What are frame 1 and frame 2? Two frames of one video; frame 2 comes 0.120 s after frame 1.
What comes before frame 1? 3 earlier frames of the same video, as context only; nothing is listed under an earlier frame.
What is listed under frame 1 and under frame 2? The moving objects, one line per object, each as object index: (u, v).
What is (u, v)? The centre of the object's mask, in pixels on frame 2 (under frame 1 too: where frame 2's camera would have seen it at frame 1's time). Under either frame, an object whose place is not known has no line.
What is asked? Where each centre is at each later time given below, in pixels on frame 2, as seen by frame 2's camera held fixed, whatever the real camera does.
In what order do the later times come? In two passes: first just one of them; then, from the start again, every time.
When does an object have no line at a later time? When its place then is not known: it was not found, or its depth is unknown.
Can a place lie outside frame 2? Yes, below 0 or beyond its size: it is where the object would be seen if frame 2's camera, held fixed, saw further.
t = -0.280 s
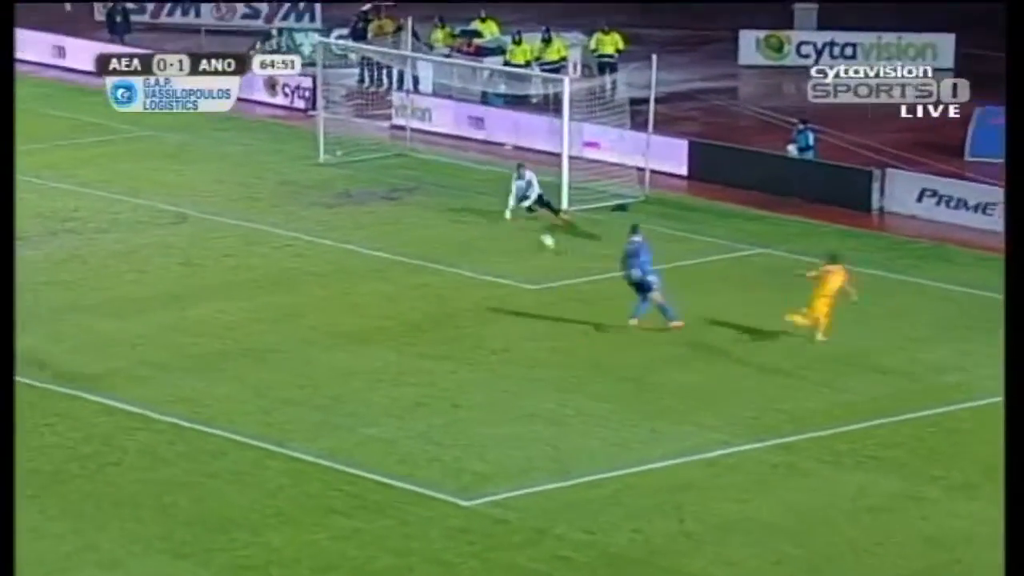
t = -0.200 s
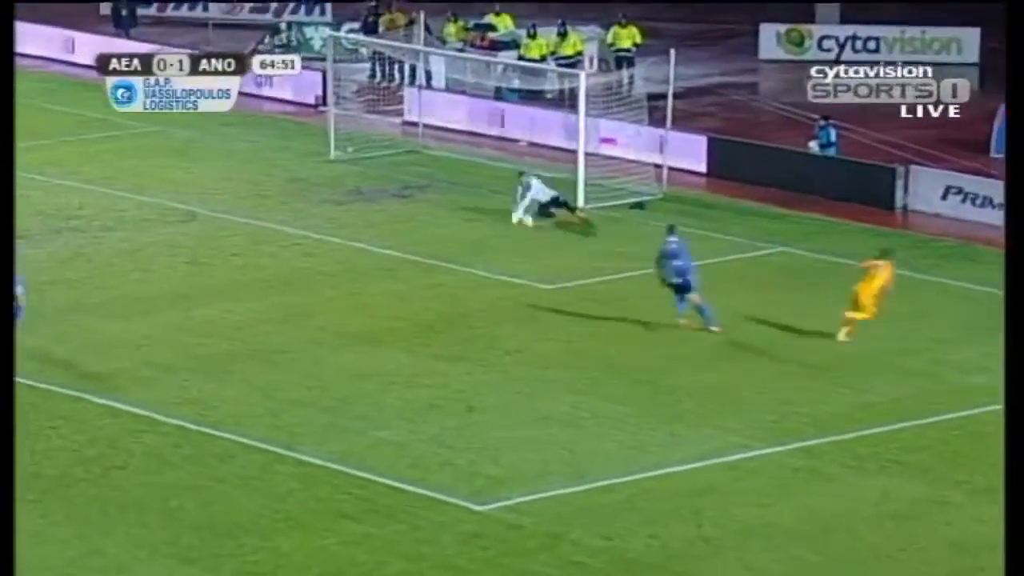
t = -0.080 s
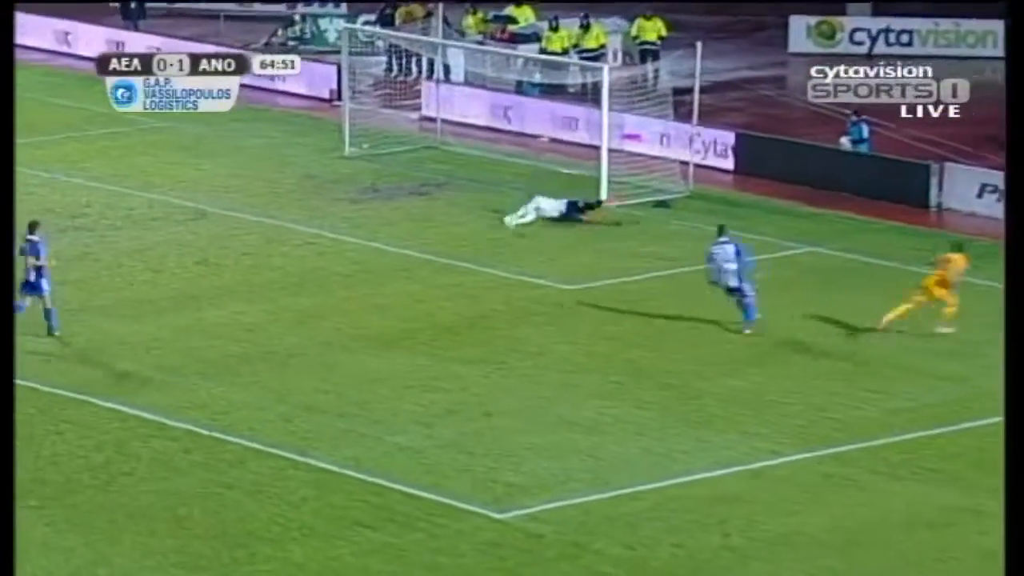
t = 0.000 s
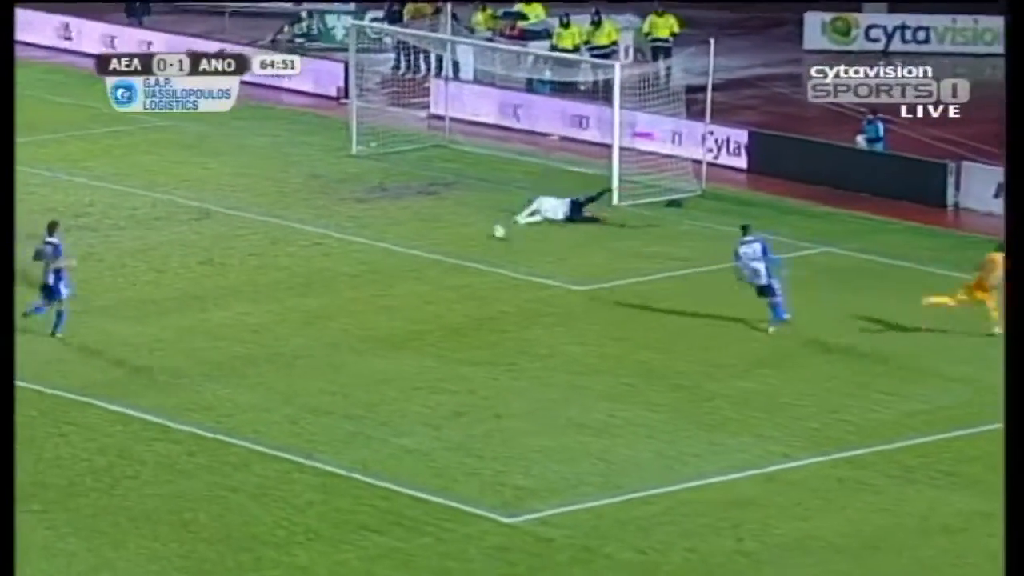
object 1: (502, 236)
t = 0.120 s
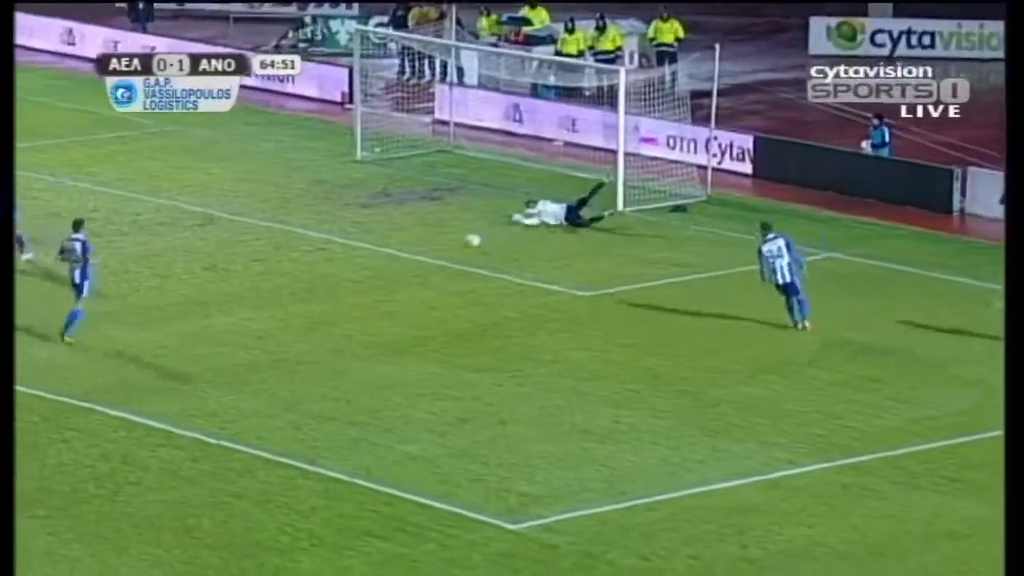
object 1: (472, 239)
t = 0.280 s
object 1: (435, 257)
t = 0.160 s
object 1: (463, 243)
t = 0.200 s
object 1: (454, 246)
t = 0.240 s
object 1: (444, 253)
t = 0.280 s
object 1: (435, 257)
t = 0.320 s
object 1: (426, 257)
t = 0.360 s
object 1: (419, 259)
